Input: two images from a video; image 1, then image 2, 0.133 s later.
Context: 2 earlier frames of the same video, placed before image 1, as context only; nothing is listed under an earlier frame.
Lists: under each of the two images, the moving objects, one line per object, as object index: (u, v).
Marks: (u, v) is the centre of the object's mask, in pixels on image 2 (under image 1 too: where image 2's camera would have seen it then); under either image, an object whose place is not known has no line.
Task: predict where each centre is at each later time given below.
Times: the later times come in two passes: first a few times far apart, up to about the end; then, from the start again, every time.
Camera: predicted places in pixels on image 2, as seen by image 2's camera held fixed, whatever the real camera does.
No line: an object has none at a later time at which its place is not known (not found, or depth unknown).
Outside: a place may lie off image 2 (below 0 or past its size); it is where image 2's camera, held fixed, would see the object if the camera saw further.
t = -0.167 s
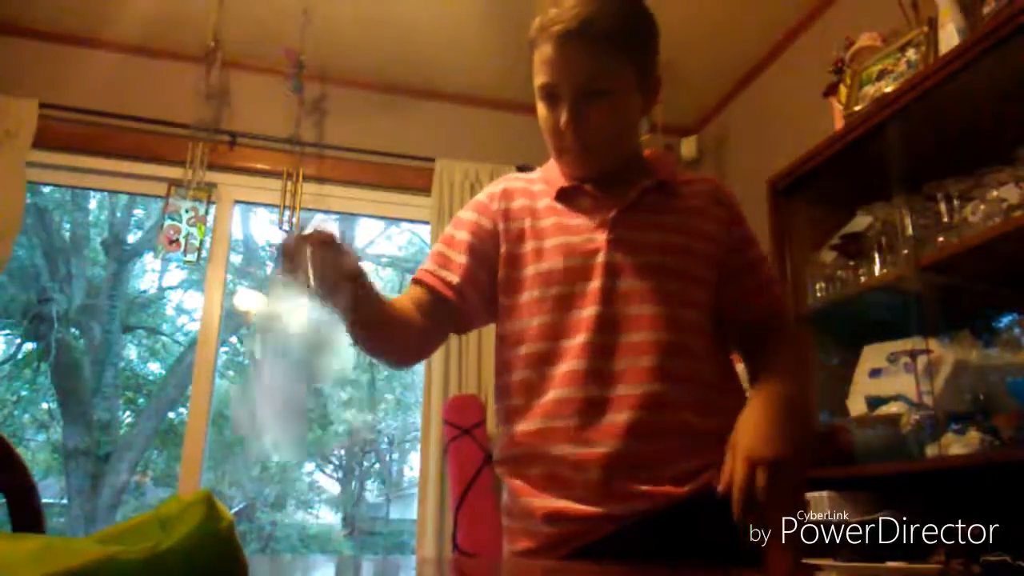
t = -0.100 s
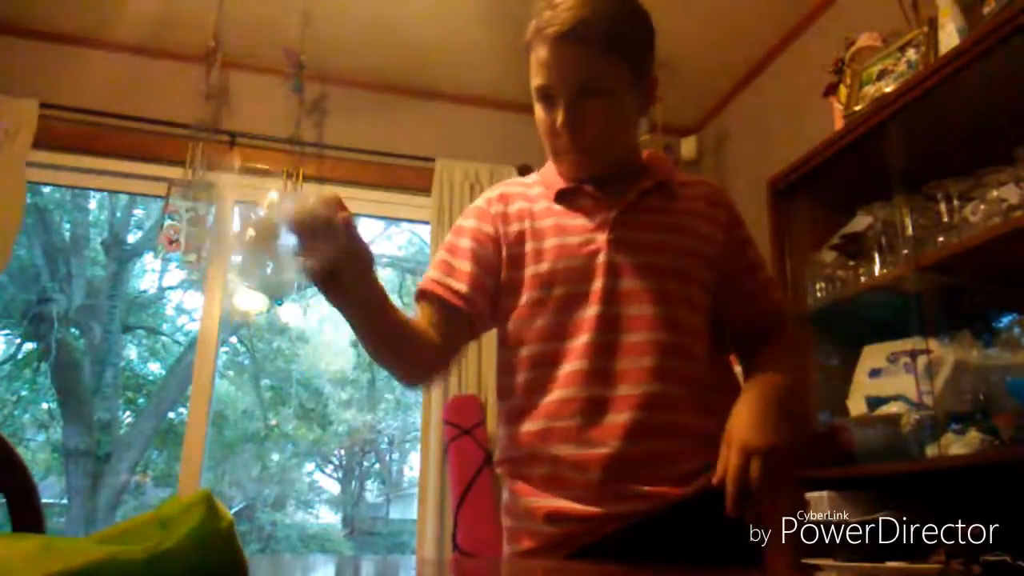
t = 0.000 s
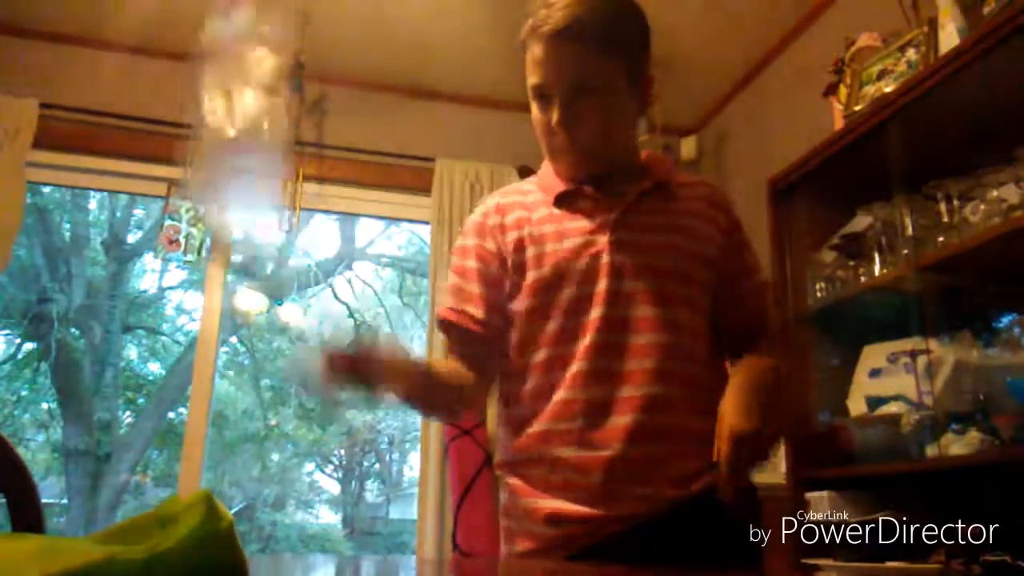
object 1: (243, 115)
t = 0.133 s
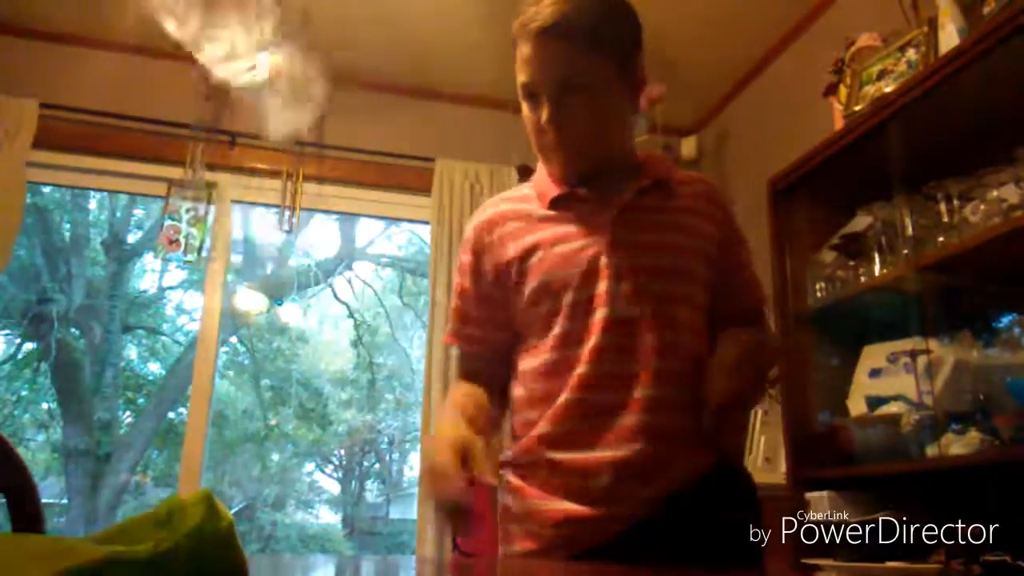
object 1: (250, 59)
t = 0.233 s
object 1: (234, 133)
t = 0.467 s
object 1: (222, 403)
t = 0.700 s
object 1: (260, 412)
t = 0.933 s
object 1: (242, 410)
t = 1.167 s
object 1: (250, 412)
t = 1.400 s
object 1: (250, 412)
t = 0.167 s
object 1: (247, 76)
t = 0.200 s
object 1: (241, 97)
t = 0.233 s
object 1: (234, 133)
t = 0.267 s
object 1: (231, 194)
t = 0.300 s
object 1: (225, 299)
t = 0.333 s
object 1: (223, 389)
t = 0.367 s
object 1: (224, 397)
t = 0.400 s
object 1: (223, 400)
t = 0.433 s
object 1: (221, 402)
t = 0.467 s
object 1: (222, 403)
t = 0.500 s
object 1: (224, 405)
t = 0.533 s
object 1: (229, 407)
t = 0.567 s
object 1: (233, 410)
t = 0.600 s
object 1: (238, 412)
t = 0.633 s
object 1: (242, 411)
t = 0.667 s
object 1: (252, 412)
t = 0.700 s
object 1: (260, 412)
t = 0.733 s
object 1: (265, 414)
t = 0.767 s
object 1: (266, 414)
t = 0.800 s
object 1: (266, 414)
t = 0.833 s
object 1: (264, 414)
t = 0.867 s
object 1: (258, 412)
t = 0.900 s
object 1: (244, 412)
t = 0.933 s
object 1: (242, 410)
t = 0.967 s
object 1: (243, 411)
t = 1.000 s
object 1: (249, 412)
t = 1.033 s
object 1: (250, 413)
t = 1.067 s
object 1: (250, 413)
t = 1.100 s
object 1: (249, 412)
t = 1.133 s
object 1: (250, 412)
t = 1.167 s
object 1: (250, 412)
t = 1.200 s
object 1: (250, 412)
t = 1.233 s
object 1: (250, 412)
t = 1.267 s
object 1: (250, 412)
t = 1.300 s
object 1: (250, 412)
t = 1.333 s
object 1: (250, 412)
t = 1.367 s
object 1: (250, 412)
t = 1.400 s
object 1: (250, 412)
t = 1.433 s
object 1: (249, 412)
